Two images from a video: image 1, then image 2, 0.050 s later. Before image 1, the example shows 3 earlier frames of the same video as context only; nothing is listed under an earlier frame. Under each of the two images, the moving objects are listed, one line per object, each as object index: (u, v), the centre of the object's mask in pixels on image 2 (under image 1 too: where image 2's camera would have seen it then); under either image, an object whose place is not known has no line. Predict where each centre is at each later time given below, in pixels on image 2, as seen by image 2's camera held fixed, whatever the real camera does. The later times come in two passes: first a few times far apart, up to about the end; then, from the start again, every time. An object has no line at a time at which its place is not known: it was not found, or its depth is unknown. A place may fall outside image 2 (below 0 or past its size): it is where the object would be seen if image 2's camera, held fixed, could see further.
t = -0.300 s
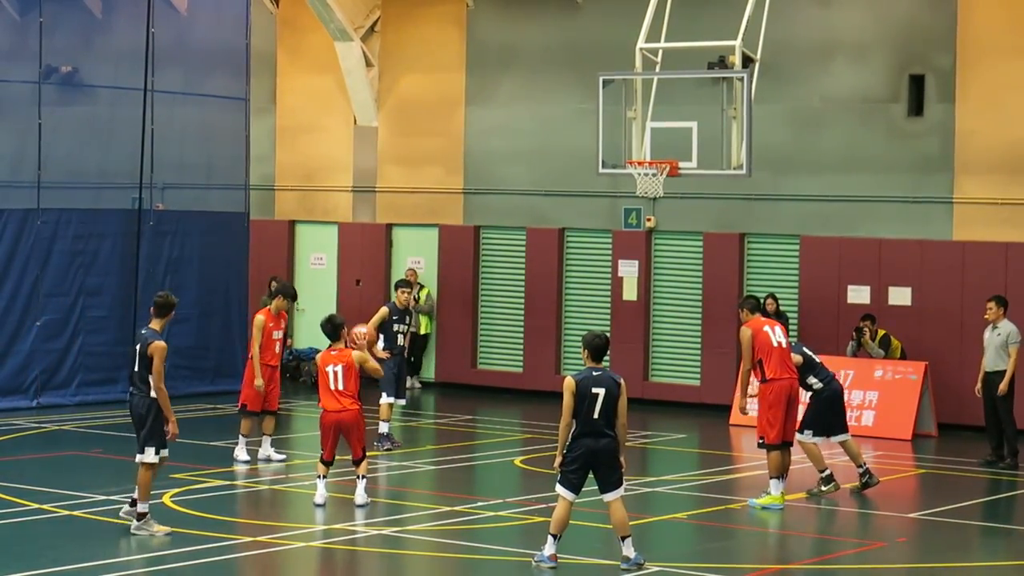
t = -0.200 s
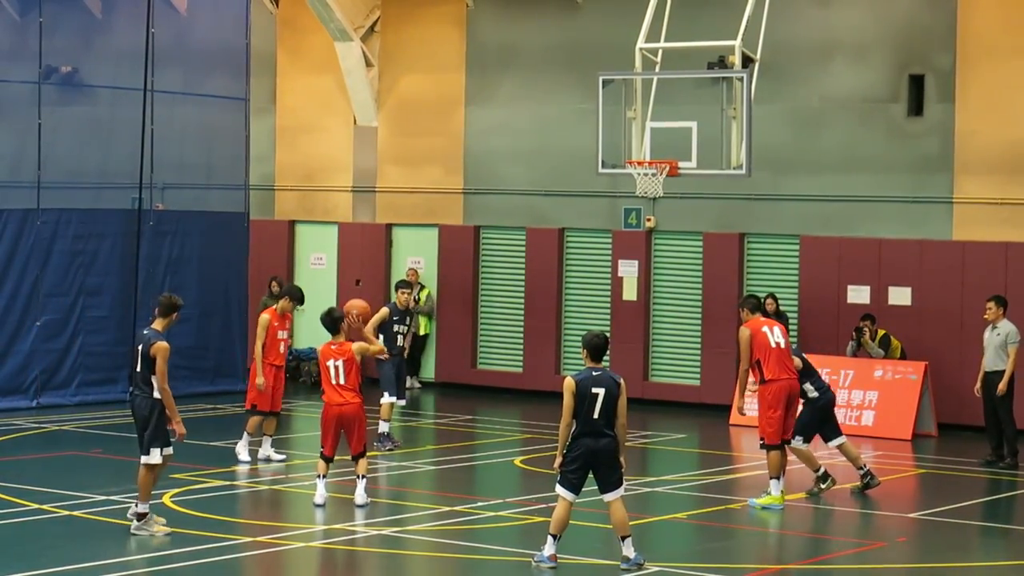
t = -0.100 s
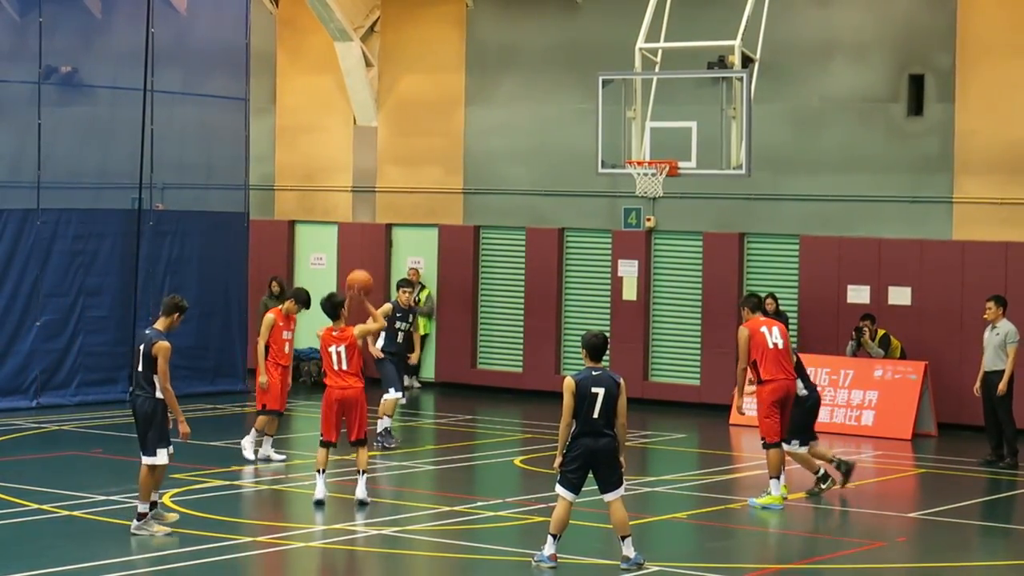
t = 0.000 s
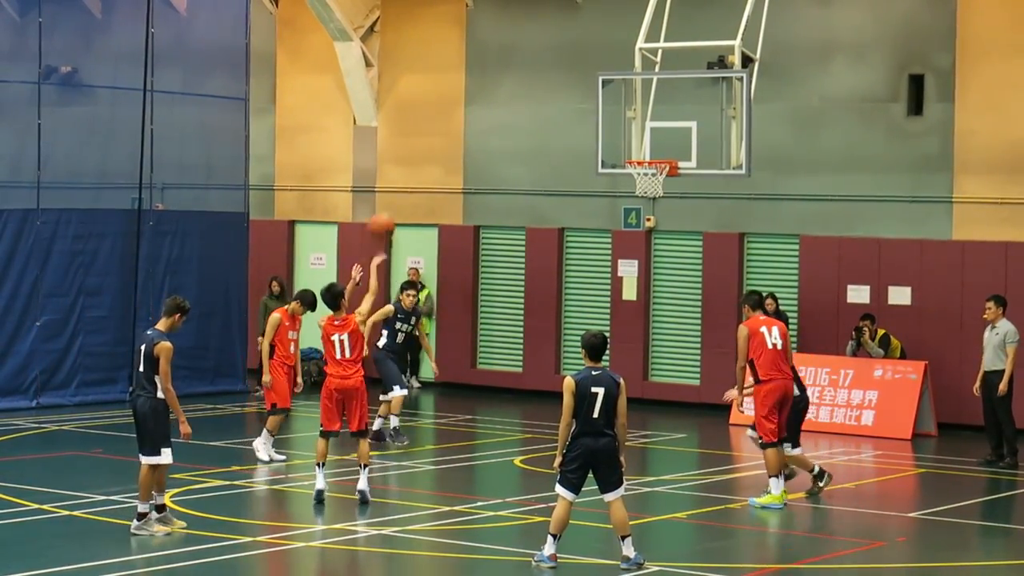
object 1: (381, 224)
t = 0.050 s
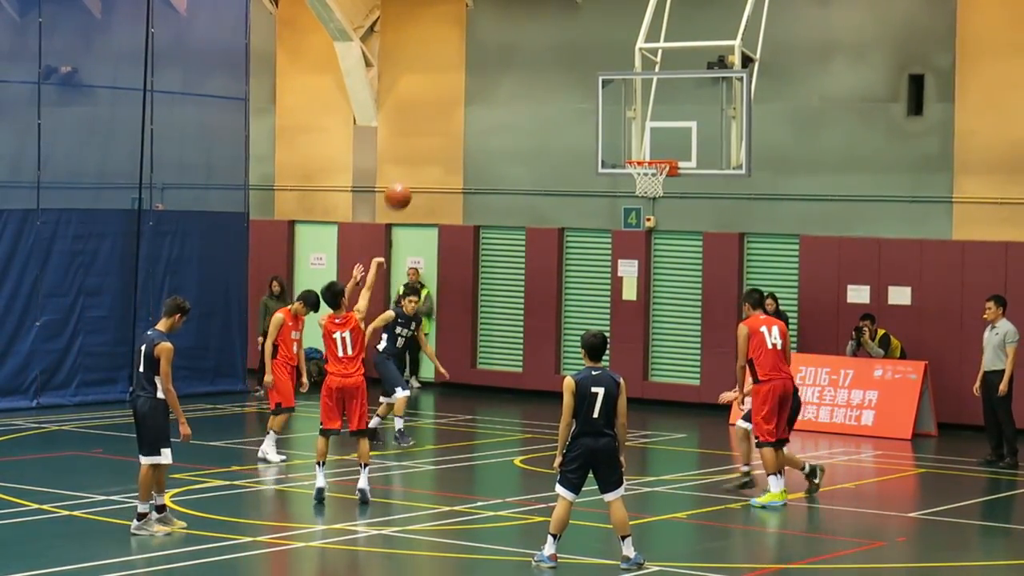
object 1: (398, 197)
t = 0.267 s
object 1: (466, 98)
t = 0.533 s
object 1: (543, 52)
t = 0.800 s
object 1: (613, 79)
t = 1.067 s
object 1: (653, 140)
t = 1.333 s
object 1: (574, 93)
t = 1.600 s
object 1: (492, 115)
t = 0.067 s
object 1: (403, 187)
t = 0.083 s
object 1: (409, 177)
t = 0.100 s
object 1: (414, 168)
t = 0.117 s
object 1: (420, 160)
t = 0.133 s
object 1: (425, 153)
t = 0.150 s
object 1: (430, 145)
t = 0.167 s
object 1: (436, 136)
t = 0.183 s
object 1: (441, 129)
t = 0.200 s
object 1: (446, 122)
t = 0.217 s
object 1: (451, 115)
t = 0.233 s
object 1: (456, 110)
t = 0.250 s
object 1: (461, 104)
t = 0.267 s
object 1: (466, 98)
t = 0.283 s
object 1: (472, 93)
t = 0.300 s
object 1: (477, 88)
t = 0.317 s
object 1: (482, 84)
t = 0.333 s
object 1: (487, 80)
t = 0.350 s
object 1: (491, 76)
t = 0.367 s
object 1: (496, 72)
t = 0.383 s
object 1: (501, 69)
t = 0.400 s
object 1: (506, 66)
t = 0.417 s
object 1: (511, 63)
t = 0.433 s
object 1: (515, 61)
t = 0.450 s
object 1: (520, 59)
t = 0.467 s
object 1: (524, 57)
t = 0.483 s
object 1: (530, 55)
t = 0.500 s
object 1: (534, 54)
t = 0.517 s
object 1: (539, 53)
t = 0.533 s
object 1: (543, 52)
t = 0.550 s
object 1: (548, 52)
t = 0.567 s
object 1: (552, 52)
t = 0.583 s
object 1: (557, 52)
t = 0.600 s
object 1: (561, 52)
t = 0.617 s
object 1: (566, 53)
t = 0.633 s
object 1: (570, 54)
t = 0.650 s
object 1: (575, 55)
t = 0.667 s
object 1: (579, 57)
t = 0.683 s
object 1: (583, 59)
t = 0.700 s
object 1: (588, 61)
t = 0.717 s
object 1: (592, 63)
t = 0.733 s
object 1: (596, 66)
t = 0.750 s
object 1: (600, 69)
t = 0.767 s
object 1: (604, 72)
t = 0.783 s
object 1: (608, 75)
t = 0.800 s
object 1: (613, 79)
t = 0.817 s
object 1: (616, 84)
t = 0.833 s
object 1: (620, 88)
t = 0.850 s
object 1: (624, 92)
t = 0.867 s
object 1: (628, 97)
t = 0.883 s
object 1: (632, 102)
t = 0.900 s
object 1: (636, 107)
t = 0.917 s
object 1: (640, 112)
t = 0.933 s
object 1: (644, 118)
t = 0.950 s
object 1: (649, 124)
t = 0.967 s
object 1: (652, 130)
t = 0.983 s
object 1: (657, 137)
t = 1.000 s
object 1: (660, 143)
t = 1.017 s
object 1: (664, 149)
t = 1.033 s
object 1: (663, 149)
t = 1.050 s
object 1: (658, 145)
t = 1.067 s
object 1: (653, 140)
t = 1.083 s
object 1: (648, 135)
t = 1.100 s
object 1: (643, 130)
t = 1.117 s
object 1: (638, 126)
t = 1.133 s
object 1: (633, 122)
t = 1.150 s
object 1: (628, 118)
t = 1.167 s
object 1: (623, 114)
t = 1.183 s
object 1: (618, 111)
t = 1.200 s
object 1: (613, 108)
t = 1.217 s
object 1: (609, 105)
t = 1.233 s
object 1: (604, 102)
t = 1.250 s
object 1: (599, 100)
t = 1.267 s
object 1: (593, 98)
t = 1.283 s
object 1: (588, 96)
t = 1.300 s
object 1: (583, 95)
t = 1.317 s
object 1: (578, 94)
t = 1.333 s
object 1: (574, 93)
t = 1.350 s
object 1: (568, 92)
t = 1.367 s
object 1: (563, 91)
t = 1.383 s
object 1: (558, 91)
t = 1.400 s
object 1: (553, 91)
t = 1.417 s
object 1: (548, 92)
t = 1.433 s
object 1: (543, 93)
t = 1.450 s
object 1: (538, 94)
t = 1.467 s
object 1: (533, 95)
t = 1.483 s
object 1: (528, 96)
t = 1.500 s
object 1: (523, 98)
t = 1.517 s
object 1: (517, 100)
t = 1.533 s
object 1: (513, 102)
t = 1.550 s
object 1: (507, 105)
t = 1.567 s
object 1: (502, 109)
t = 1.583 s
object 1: (497, 111)
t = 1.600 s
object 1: (492, 115)
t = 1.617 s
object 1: (487, 118)
